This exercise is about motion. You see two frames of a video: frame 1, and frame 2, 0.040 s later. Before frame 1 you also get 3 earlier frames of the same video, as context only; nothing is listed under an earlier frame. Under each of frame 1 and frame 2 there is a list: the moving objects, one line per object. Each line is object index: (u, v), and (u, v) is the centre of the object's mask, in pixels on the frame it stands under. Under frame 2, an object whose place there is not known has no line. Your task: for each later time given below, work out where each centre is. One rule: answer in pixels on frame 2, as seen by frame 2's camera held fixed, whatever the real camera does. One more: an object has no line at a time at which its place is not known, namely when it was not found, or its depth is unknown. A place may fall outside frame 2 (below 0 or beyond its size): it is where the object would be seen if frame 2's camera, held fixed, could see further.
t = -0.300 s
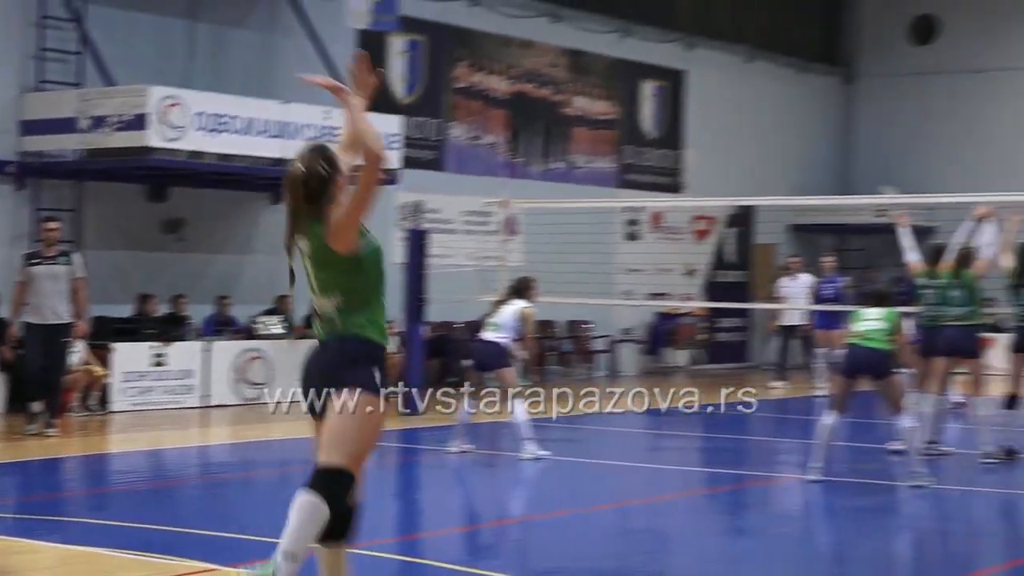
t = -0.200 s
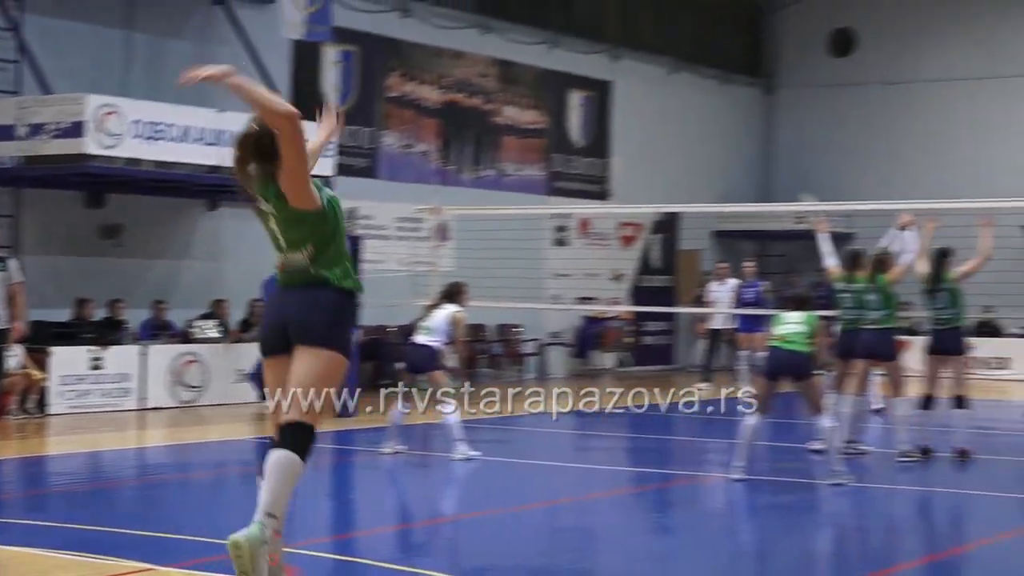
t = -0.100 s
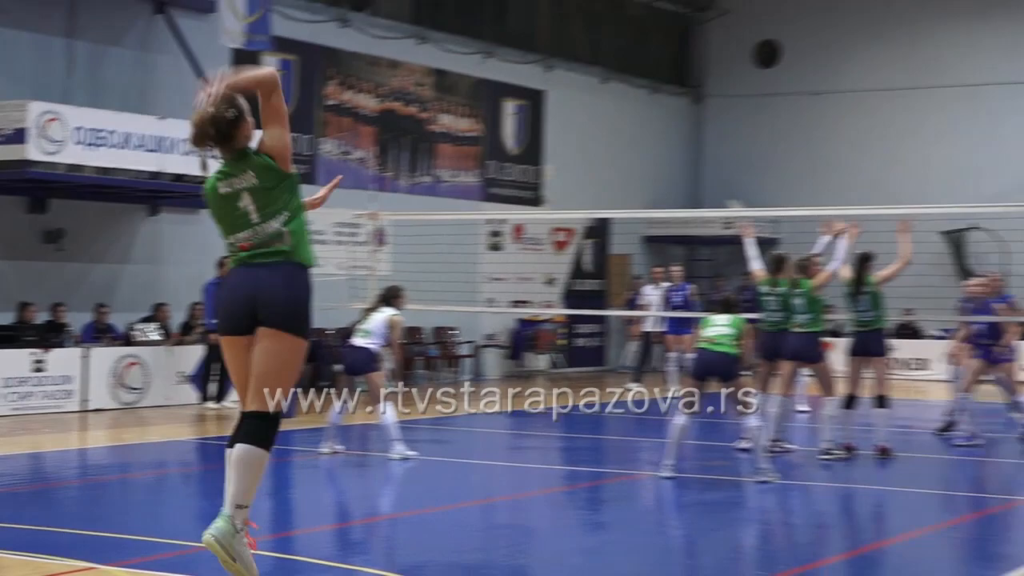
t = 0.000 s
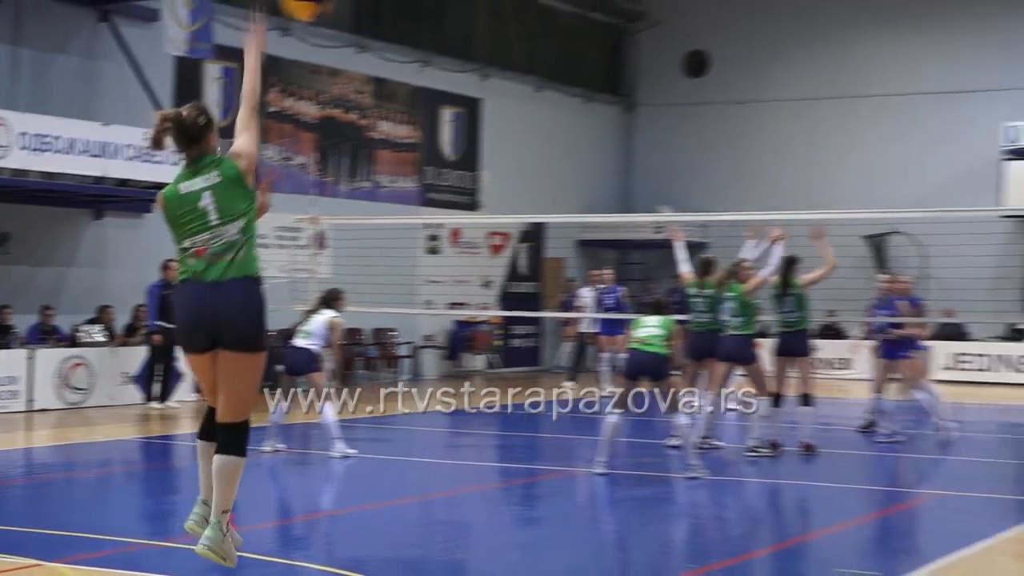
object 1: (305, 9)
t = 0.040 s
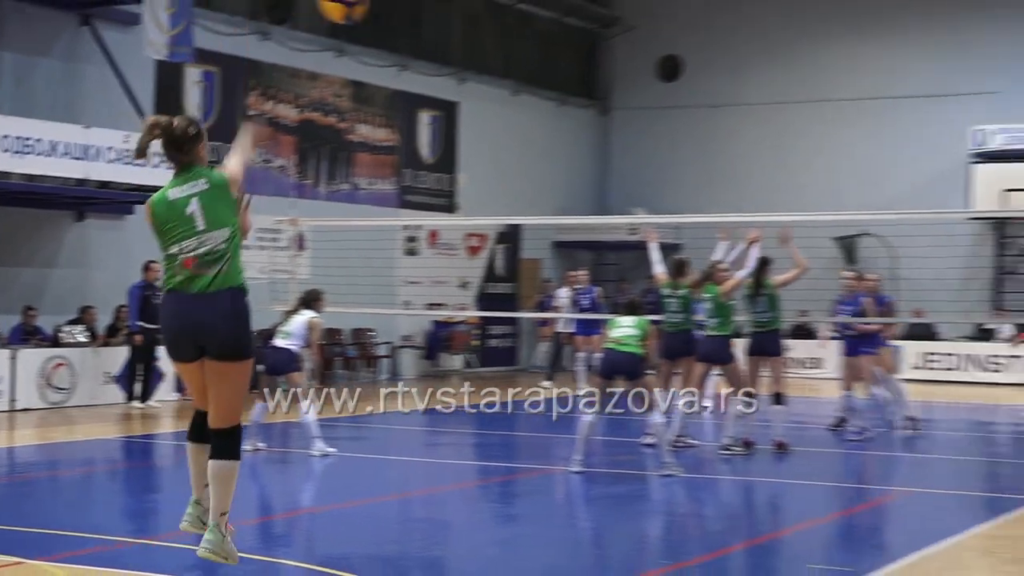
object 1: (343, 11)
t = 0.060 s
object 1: (369, 9)
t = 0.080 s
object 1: (392, 8)
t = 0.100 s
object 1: (413, 6)
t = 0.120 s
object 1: (433, 6)
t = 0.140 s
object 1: (451, 6)
